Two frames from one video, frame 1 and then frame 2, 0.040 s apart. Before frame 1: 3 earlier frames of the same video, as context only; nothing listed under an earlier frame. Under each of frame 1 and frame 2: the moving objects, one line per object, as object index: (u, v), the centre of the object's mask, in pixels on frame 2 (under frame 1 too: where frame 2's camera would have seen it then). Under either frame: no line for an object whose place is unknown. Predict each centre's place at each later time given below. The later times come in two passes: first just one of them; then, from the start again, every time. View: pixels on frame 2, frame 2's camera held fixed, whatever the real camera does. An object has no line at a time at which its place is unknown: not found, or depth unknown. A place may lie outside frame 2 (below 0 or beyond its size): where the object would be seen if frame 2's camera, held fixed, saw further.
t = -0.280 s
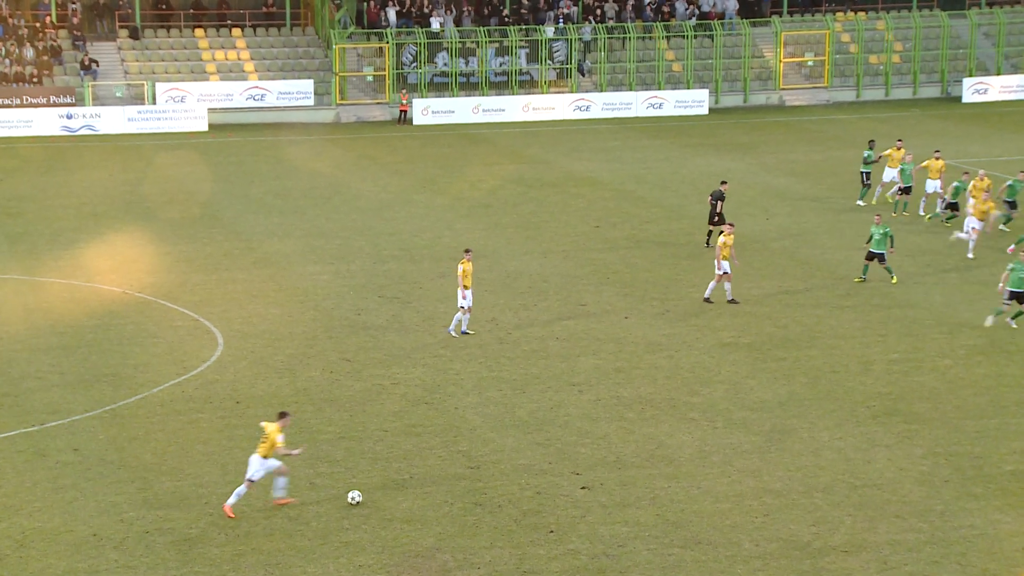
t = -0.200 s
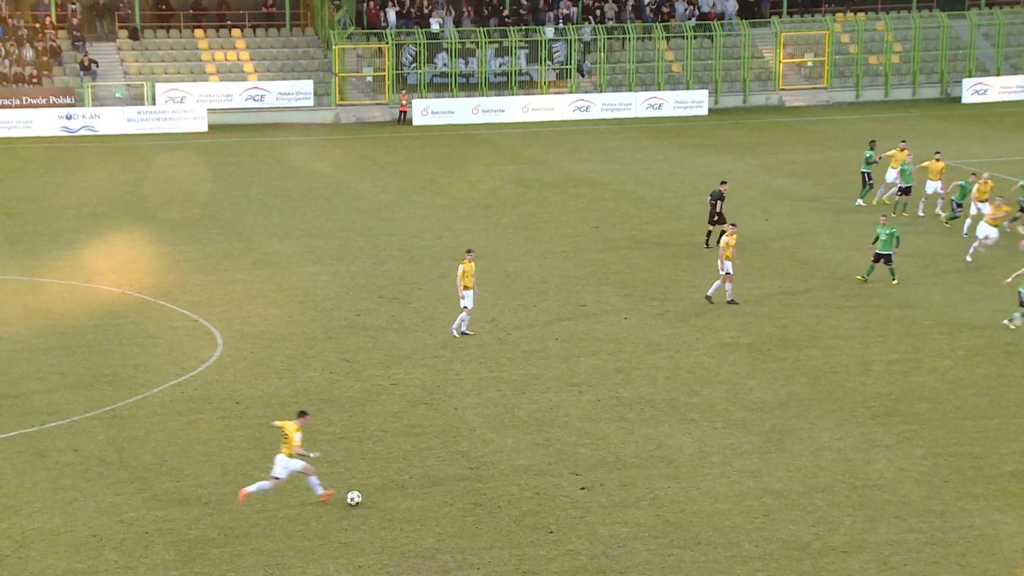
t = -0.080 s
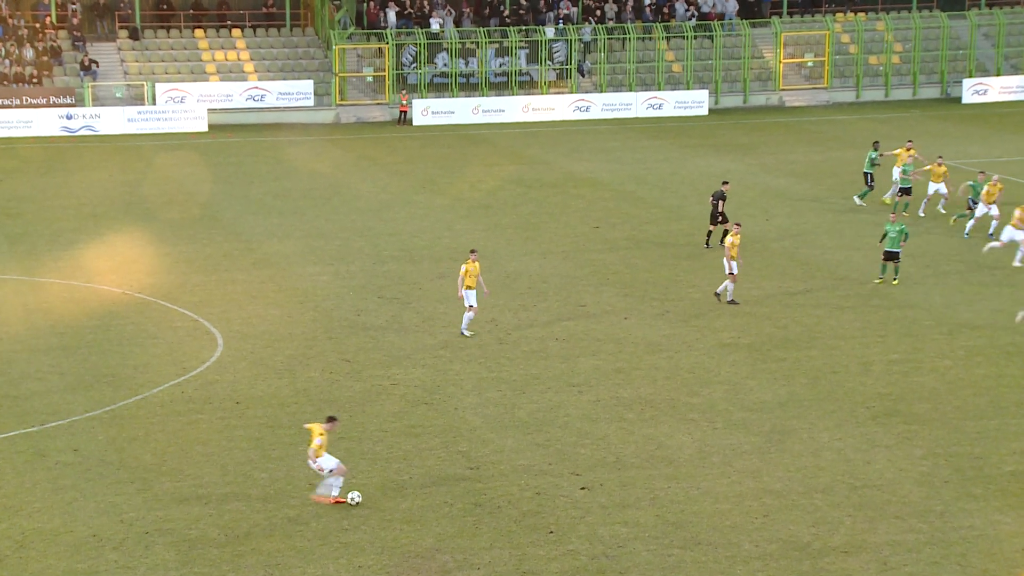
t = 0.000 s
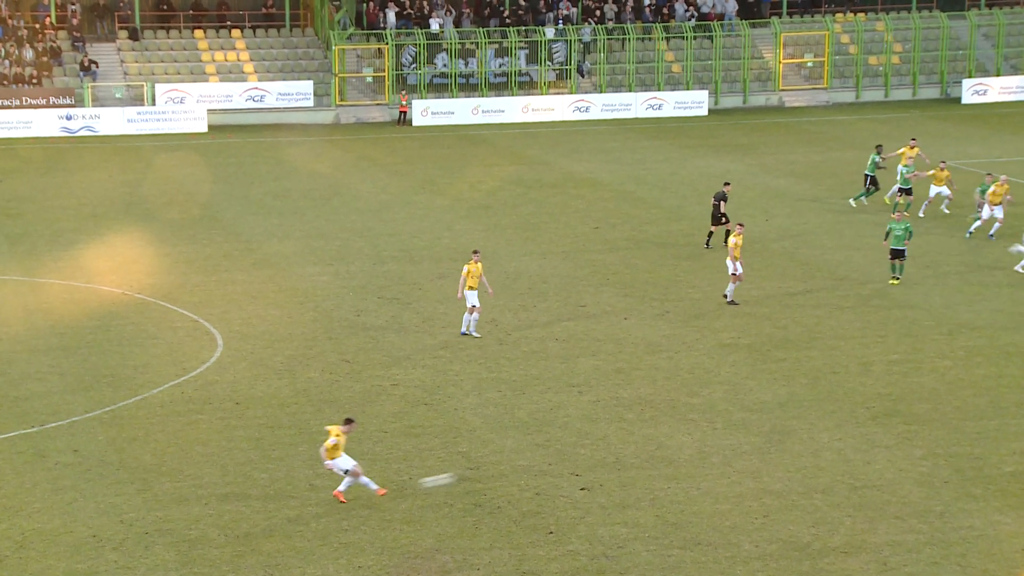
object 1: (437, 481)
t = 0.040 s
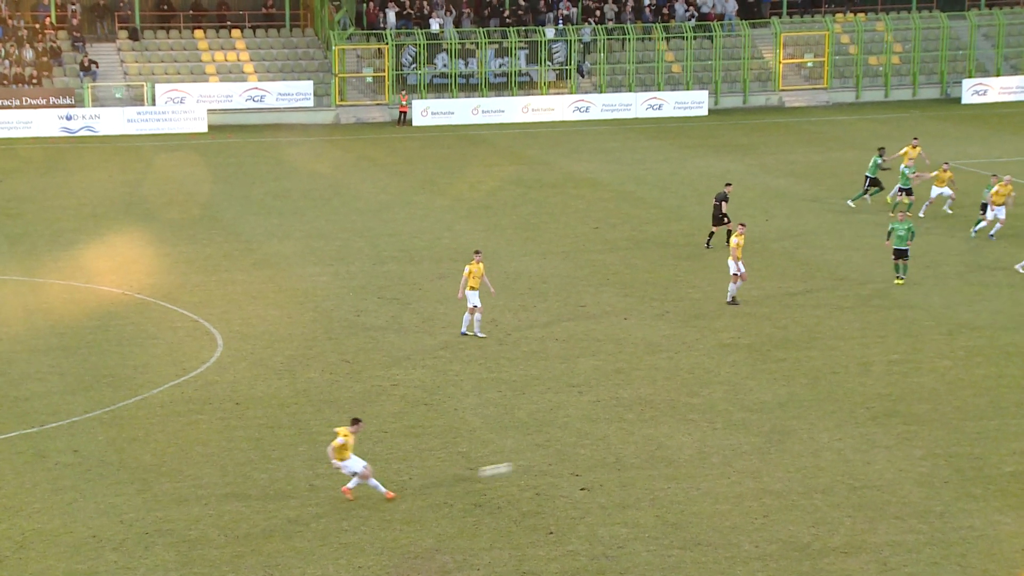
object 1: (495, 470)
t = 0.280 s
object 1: (825, 434)
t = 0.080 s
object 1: (554, 461)
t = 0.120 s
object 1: (609, 454)
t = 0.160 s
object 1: (665, 447)
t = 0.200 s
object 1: (719, 442)
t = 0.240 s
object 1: (771, 437)
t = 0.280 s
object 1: (825, 434)
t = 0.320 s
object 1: (877, 433)
